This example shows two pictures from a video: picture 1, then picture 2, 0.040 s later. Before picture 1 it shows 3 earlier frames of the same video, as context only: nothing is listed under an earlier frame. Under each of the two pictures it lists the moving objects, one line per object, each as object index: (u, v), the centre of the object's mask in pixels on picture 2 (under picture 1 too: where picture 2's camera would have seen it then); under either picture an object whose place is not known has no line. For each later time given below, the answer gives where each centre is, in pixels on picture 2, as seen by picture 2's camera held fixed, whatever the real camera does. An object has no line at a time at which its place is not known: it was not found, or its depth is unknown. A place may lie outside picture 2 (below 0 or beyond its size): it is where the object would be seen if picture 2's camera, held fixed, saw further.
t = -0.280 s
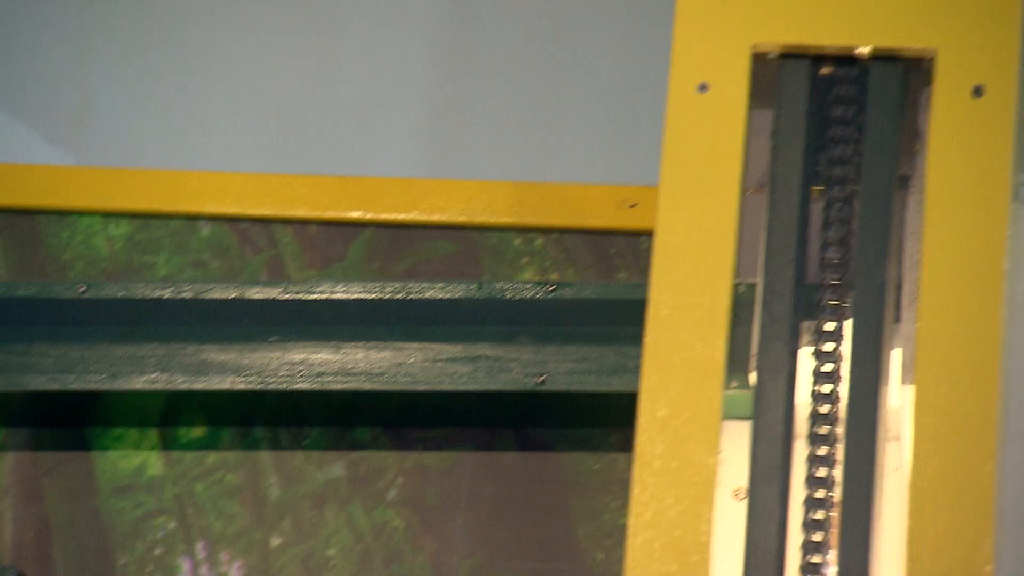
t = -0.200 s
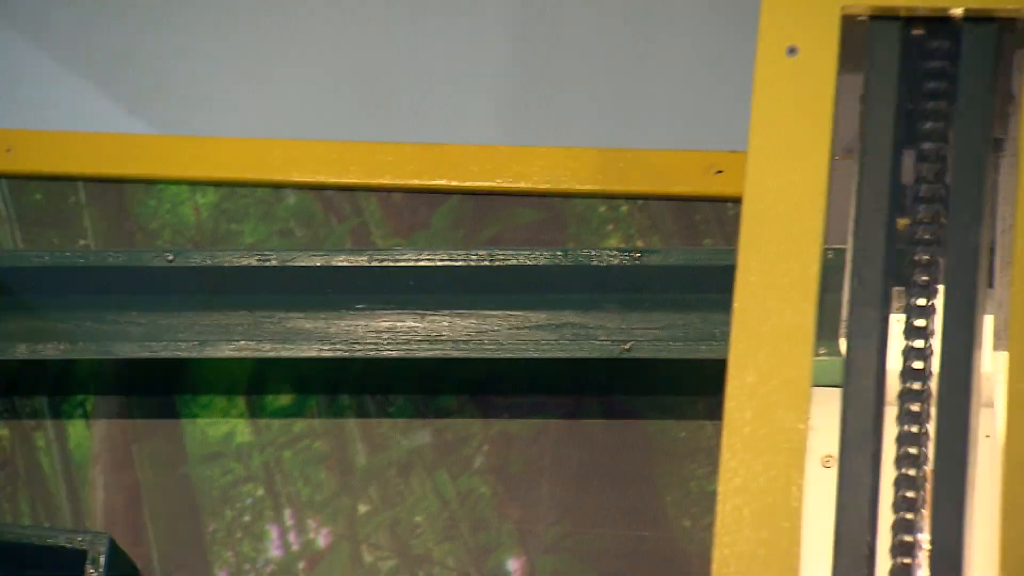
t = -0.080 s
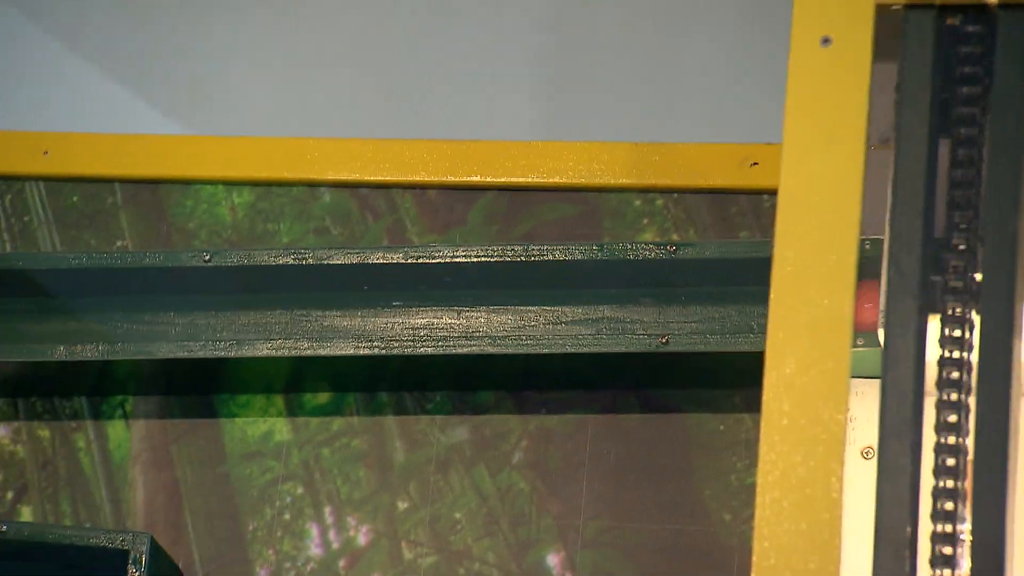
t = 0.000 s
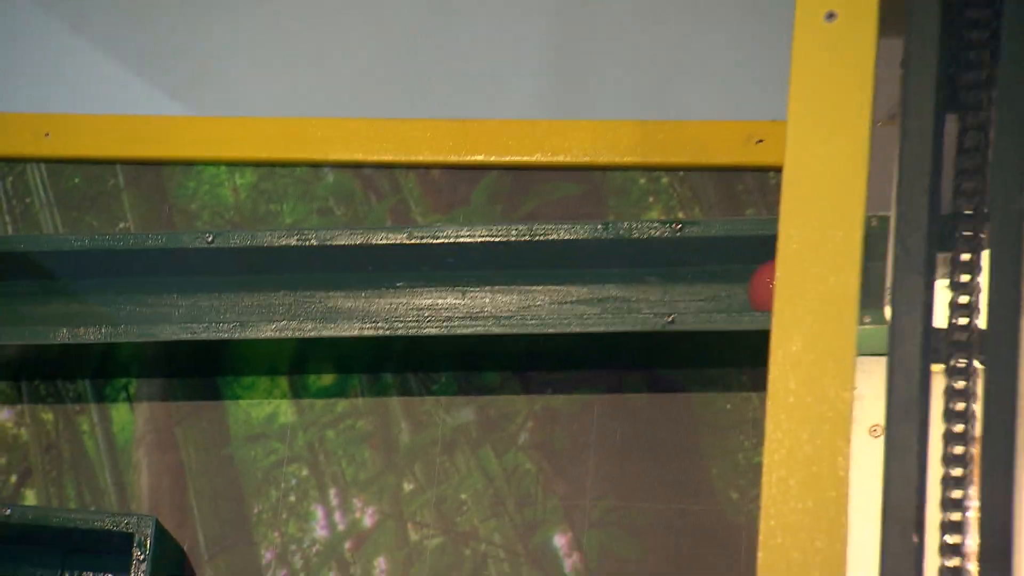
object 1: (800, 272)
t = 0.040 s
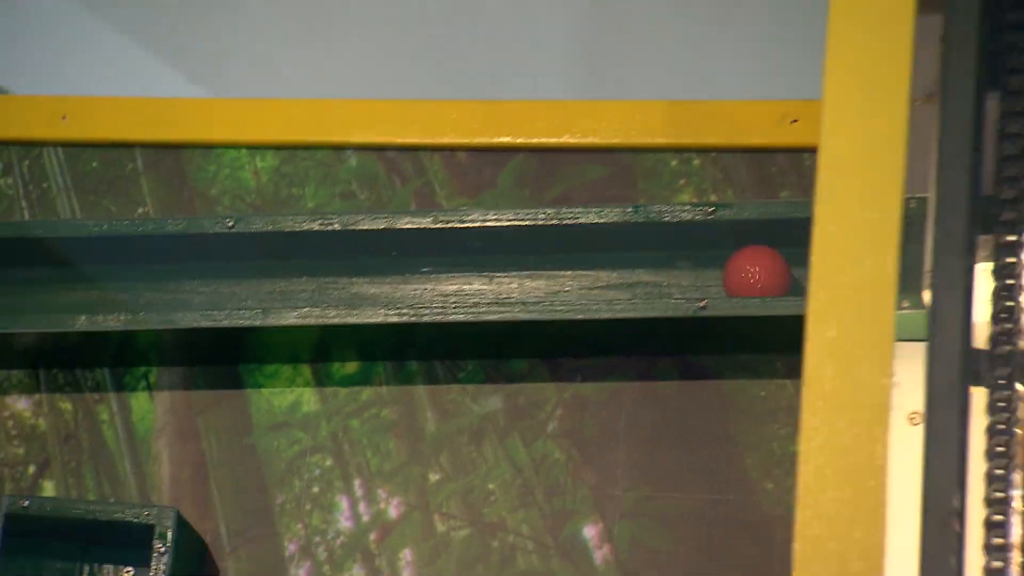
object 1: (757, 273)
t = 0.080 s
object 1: (686, 275)
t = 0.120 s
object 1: (609, 277)
